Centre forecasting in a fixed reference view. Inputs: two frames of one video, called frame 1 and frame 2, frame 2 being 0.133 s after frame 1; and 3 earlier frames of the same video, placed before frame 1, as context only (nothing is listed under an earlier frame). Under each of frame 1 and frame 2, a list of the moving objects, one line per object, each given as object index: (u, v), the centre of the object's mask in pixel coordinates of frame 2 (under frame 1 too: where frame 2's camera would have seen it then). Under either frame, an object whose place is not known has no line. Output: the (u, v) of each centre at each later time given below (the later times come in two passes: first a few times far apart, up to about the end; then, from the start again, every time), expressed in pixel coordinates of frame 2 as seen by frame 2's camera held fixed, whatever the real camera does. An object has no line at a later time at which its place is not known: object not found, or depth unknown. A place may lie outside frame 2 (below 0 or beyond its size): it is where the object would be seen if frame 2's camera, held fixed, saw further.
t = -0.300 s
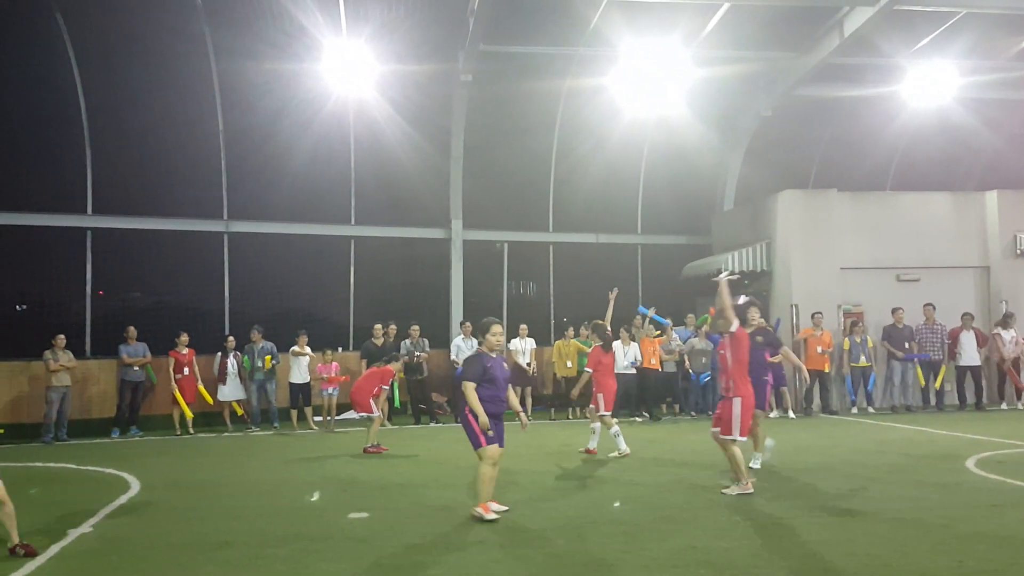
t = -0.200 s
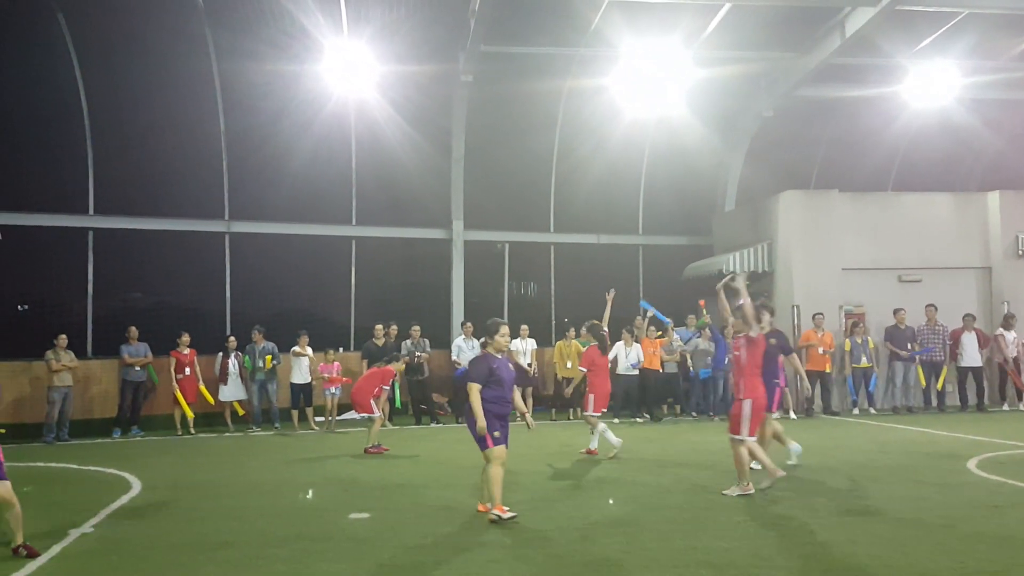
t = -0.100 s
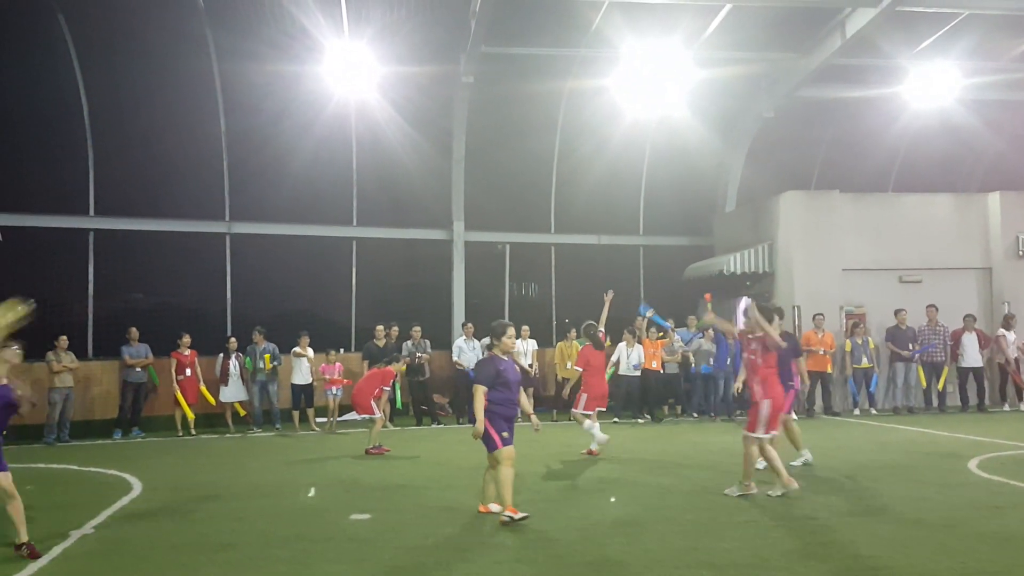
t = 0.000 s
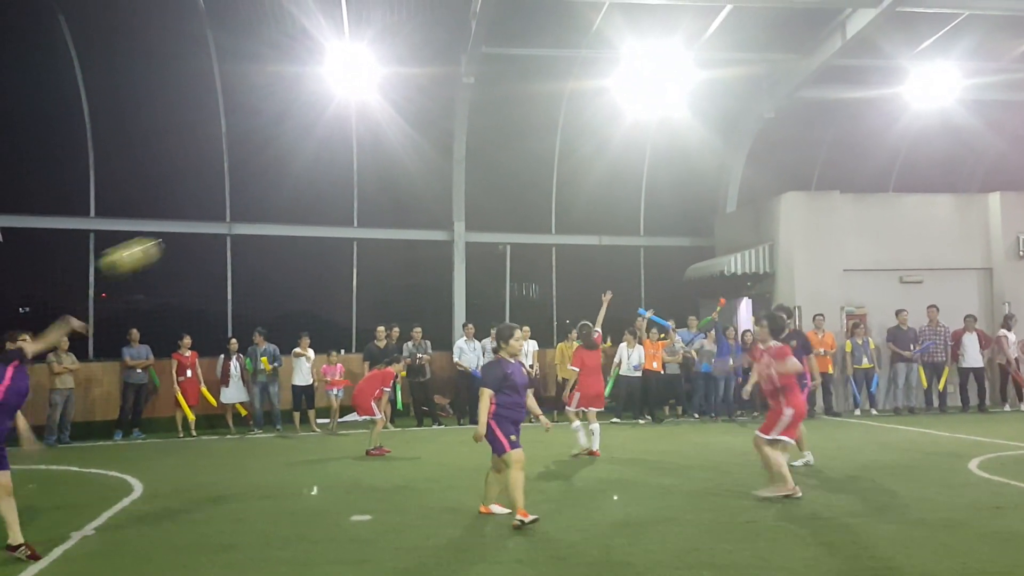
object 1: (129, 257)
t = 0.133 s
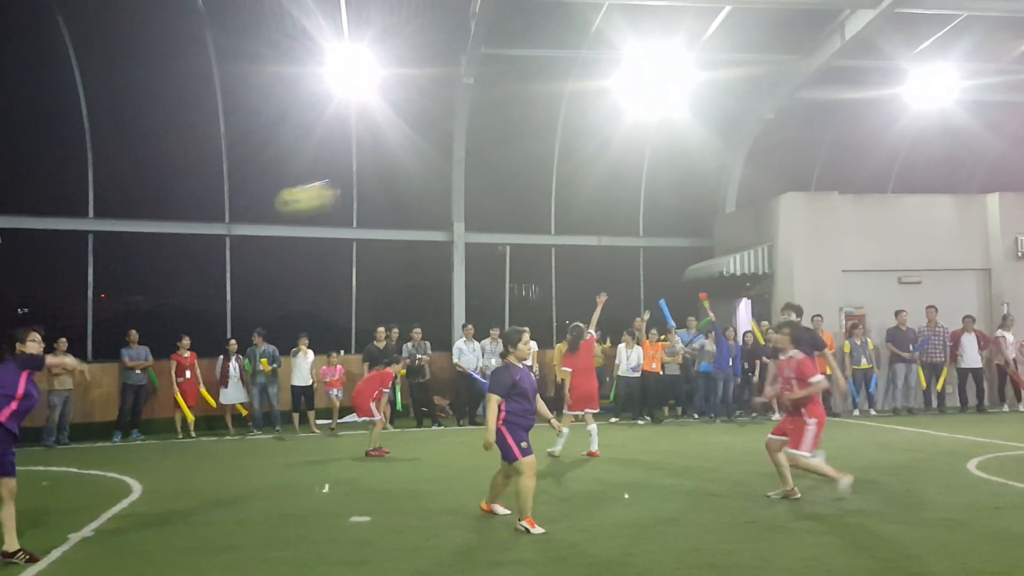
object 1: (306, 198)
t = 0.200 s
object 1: (397, 179)
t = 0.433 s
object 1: (715, 157)
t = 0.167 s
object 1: (351, 187)
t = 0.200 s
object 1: (397, 179)
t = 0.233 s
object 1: (439, 171)
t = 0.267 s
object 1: (487, 163)
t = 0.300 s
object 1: (528, 159)
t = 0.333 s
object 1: (573, 157)
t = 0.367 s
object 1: (621, 155)
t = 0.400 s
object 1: (667, 155)
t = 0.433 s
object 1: (715, 157)
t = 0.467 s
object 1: (762, 161)
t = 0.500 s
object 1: (811, 167)
